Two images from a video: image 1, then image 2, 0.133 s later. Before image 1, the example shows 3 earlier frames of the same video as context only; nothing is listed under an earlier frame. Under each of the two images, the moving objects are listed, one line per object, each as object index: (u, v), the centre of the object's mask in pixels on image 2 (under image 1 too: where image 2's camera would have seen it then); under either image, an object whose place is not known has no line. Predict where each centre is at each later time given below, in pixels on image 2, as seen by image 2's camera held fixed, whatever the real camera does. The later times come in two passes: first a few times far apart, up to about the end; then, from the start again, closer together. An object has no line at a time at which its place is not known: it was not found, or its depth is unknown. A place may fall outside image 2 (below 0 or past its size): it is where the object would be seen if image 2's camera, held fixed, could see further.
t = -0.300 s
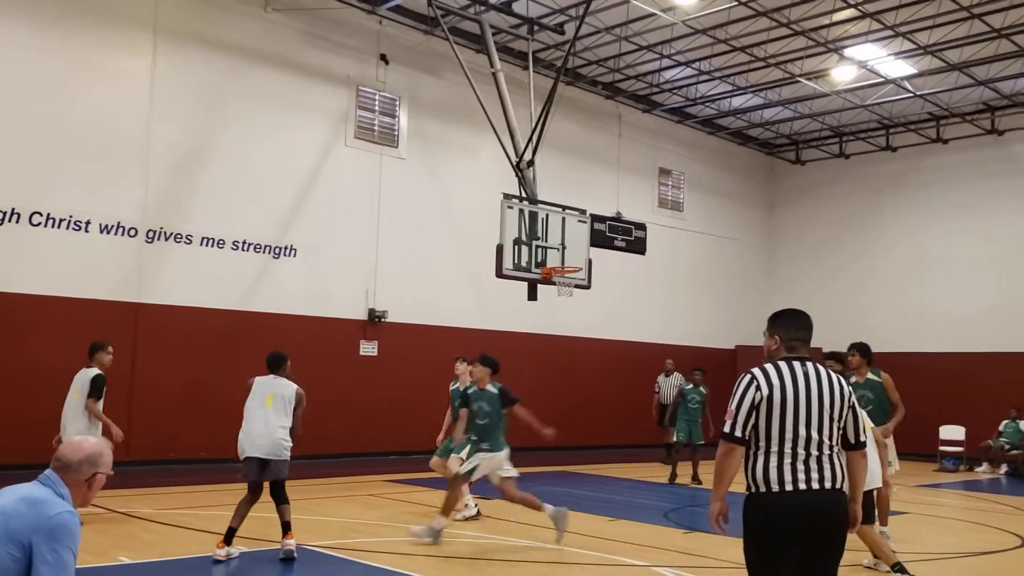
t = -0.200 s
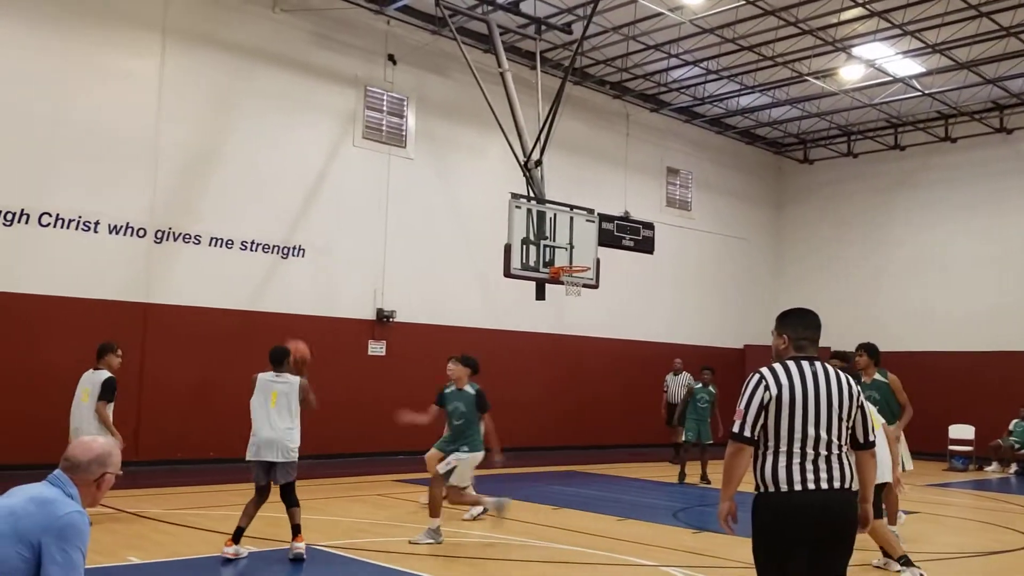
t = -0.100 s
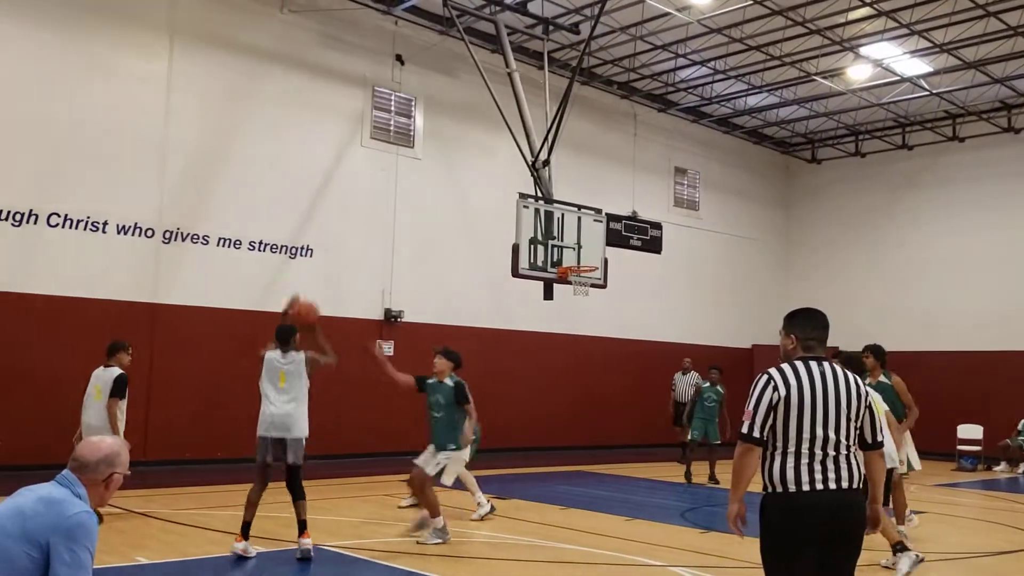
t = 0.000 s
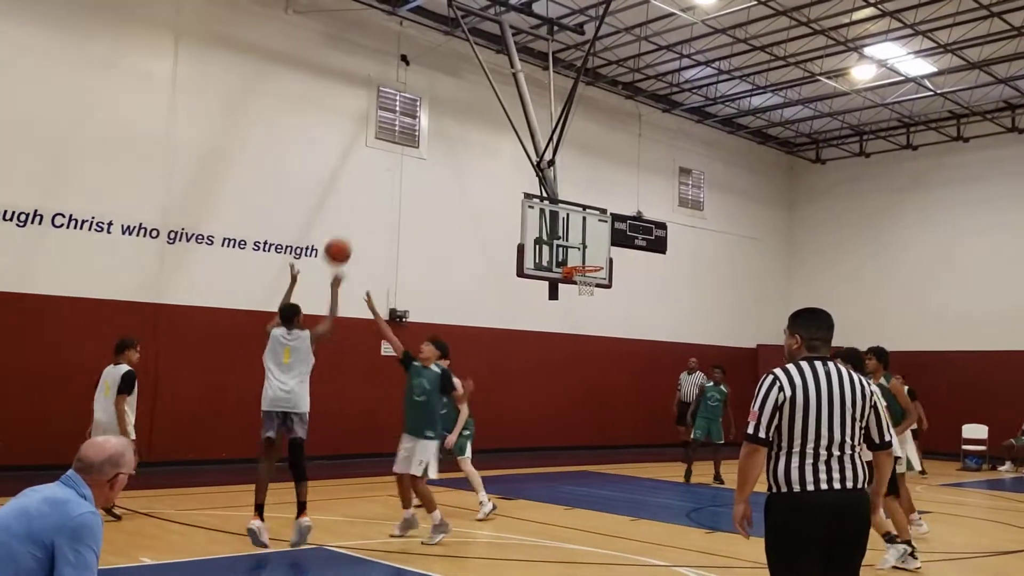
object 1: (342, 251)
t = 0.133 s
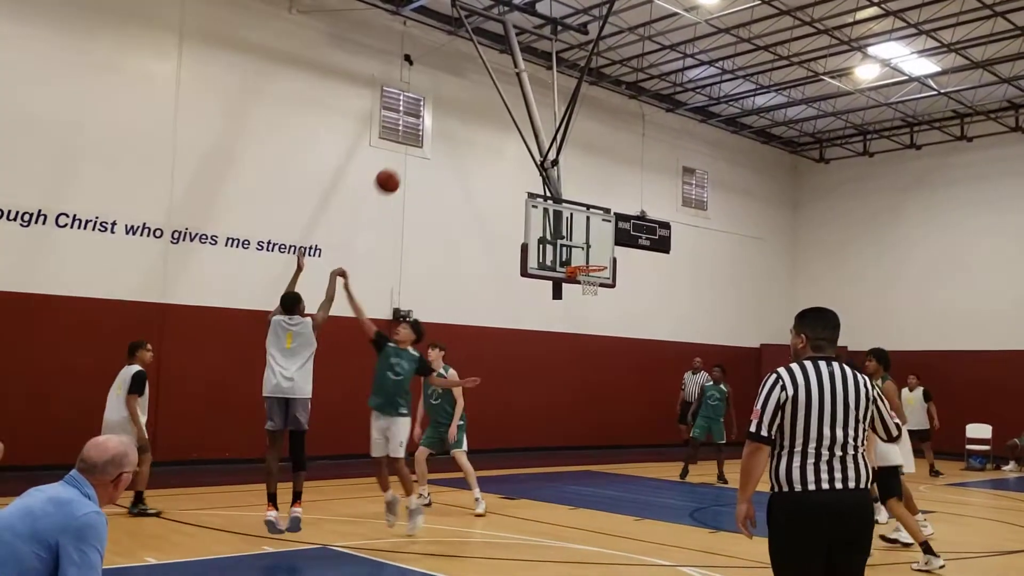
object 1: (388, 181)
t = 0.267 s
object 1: (425, 138)
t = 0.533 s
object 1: (486, 111)
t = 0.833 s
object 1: (538, 148)
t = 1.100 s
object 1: (574, 225)
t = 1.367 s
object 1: (603, 212)
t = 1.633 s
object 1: (627, 166)
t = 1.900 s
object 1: (650, 166)
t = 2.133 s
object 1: (669, 203)
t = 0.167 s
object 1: (398, 168)
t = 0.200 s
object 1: (407, 157)
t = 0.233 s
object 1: (416, 147)
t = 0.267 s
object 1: (425, 138)
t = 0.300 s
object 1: (434, 131)
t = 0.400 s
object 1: (458, 116)
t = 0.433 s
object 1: (465, 113)
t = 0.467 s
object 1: (473, 112)
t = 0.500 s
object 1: (480, 111)
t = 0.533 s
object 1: (486, 111)
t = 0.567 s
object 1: (493, 112)
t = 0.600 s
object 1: (500, 113)
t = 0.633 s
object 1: (505, 116)
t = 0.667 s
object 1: (511, 120)
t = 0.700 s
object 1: (517, 124)
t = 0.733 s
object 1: (523, 129)
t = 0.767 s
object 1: (528, 135)
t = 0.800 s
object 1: (533, 141)
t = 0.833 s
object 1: (538, 148)
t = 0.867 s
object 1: (544, 154)
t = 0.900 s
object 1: (548, 163)
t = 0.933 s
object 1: (553, 172)
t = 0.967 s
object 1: (557, 182)
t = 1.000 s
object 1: (561, 191)
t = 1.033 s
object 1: (566, 202)
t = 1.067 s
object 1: (570, 213)
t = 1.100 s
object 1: (574, 225)
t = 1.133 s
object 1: (578, 237)
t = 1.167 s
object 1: (582, 249)
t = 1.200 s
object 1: (586, 261)
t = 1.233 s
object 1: (589, 252)
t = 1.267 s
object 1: (593, 241)
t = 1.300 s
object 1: (596, 231)
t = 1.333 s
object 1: (599, 221)
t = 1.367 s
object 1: (603, 212)
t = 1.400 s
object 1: (606, 204)
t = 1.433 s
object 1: (608, 197)
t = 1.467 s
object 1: (611, 190)
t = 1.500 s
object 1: (614, 184)
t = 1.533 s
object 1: (617, 178)
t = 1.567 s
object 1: (621, 173)
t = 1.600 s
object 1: (623, 170)
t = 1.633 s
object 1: (627, 166)
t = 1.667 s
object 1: (630, 164)
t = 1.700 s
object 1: (633, 162)
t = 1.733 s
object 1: (636, 161)
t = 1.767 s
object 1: (639, 160)
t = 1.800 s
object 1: (641, 161)
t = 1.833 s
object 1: (644, 162)
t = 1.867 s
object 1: (647, 163)
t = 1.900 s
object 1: (650, 166)
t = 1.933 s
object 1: (653, 169)
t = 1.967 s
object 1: (655, 173)
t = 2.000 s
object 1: (658, 177)
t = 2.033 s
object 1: (661, 183)
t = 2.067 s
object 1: (664, 189)
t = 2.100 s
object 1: (666, 196)
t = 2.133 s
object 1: (669, 203)
